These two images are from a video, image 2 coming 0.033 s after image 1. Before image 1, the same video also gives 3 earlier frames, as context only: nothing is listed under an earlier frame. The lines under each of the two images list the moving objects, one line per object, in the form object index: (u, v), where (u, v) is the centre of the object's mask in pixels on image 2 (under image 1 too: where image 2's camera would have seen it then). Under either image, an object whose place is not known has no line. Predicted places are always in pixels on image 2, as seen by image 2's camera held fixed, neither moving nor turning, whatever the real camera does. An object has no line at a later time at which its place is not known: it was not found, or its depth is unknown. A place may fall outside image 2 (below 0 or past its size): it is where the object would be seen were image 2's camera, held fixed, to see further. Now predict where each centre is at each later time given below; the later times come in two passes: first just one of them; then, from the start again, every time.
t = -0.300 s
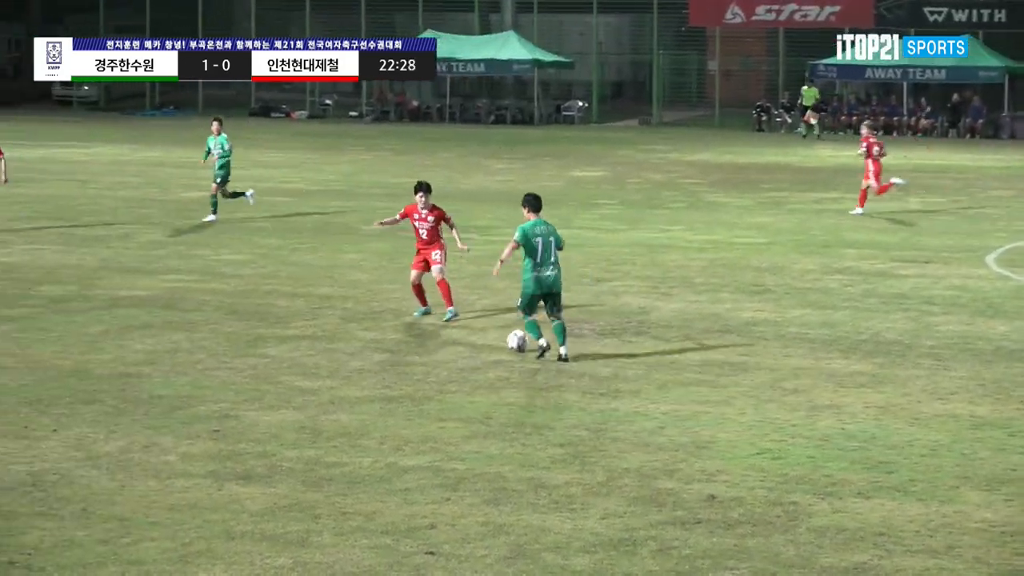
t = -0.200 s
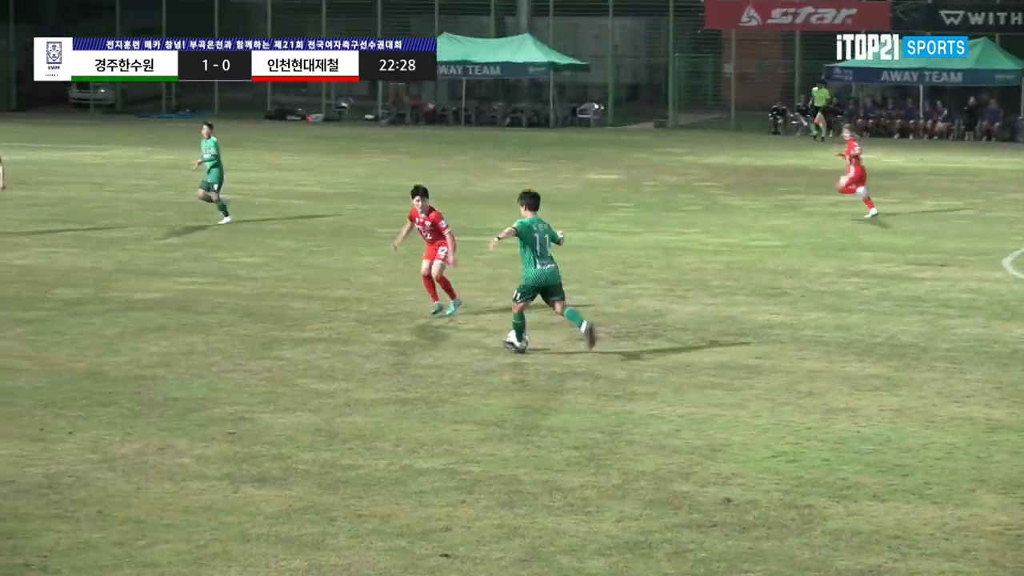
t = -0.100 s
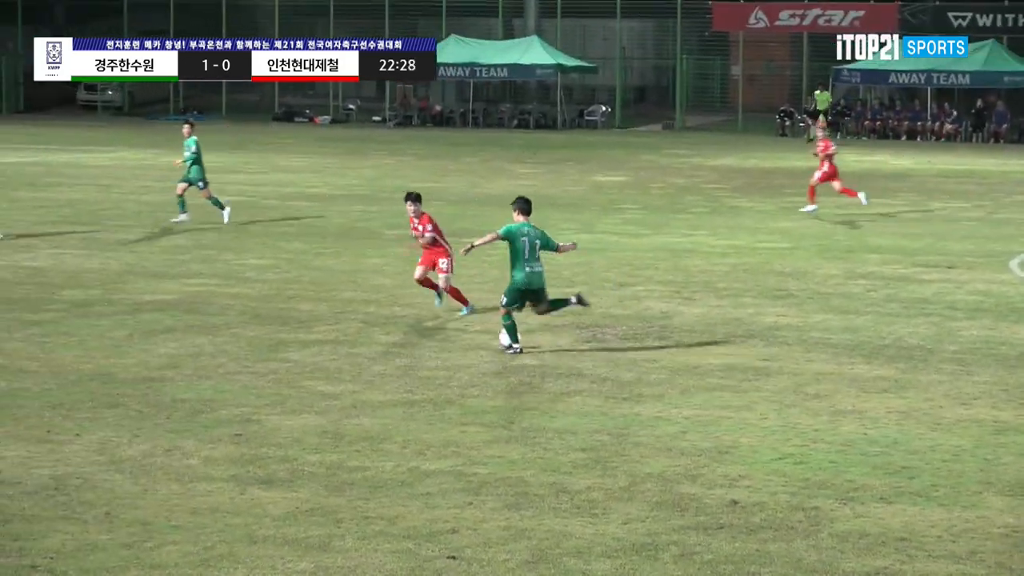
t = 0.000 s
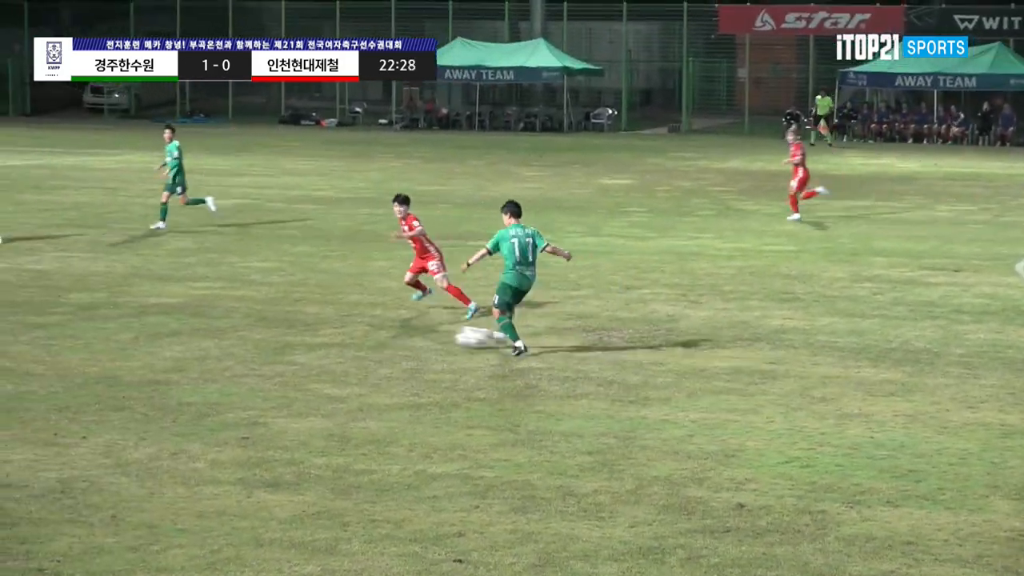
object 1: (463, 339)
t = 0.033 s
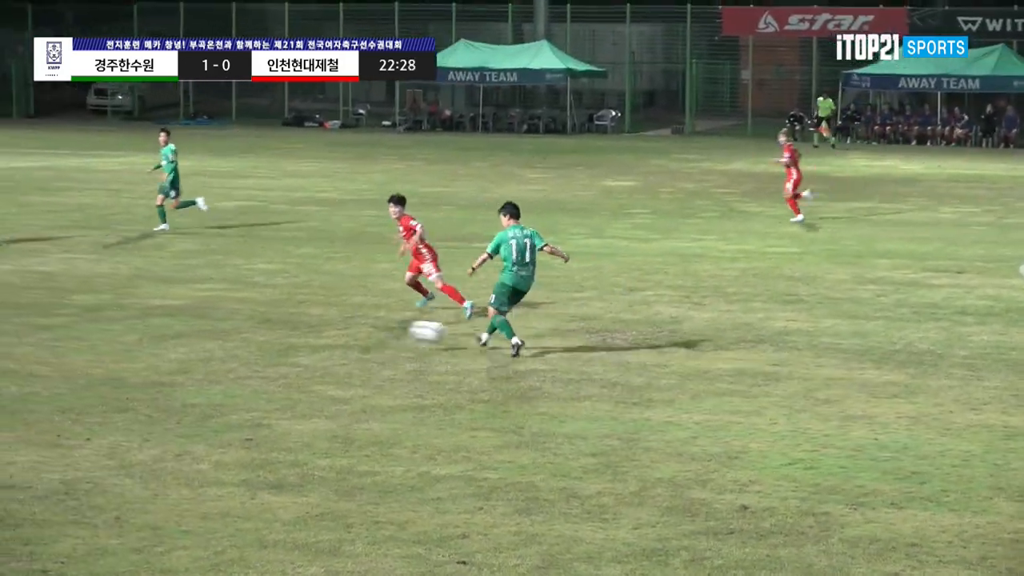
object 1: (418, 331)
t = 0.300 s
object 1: (24, 315)
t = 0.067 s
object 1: (367, 323)
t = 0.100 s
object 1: (317, 319)
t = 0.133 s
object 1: (269, 314)
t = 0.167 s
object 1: (219, 312)
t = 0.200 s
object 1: (171, 312)
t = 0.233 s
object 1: (121, 310)
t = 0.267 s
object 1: (72, 311)
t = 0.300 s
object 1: (24, 315)
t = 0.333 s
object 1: (-23, 320)
